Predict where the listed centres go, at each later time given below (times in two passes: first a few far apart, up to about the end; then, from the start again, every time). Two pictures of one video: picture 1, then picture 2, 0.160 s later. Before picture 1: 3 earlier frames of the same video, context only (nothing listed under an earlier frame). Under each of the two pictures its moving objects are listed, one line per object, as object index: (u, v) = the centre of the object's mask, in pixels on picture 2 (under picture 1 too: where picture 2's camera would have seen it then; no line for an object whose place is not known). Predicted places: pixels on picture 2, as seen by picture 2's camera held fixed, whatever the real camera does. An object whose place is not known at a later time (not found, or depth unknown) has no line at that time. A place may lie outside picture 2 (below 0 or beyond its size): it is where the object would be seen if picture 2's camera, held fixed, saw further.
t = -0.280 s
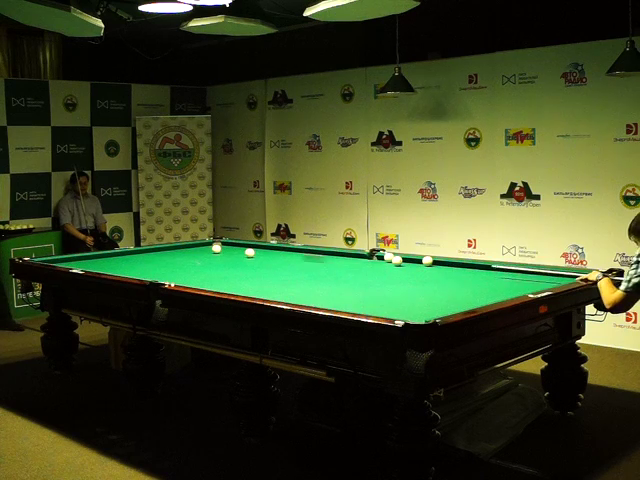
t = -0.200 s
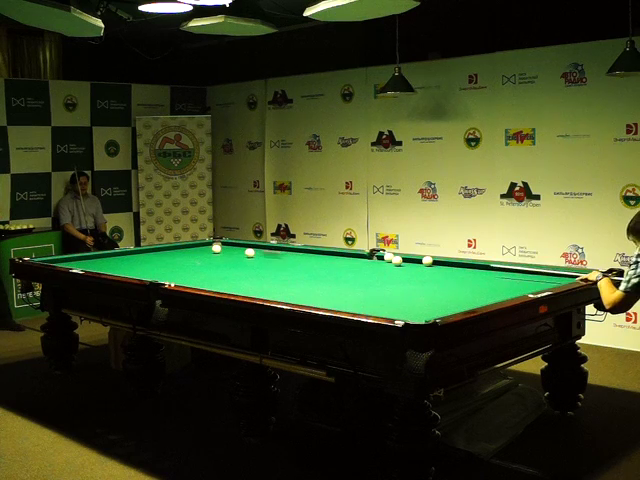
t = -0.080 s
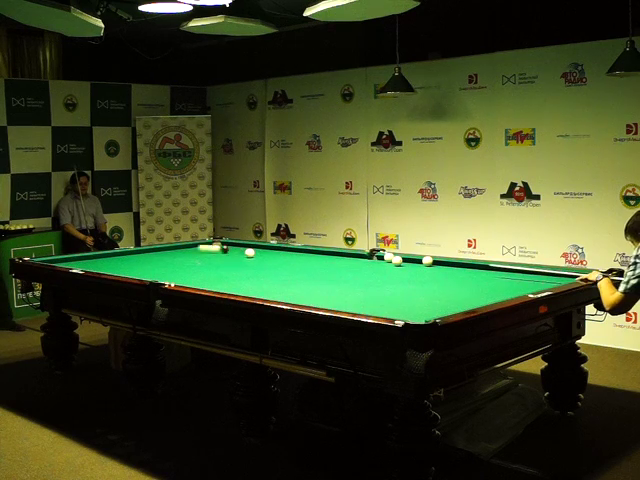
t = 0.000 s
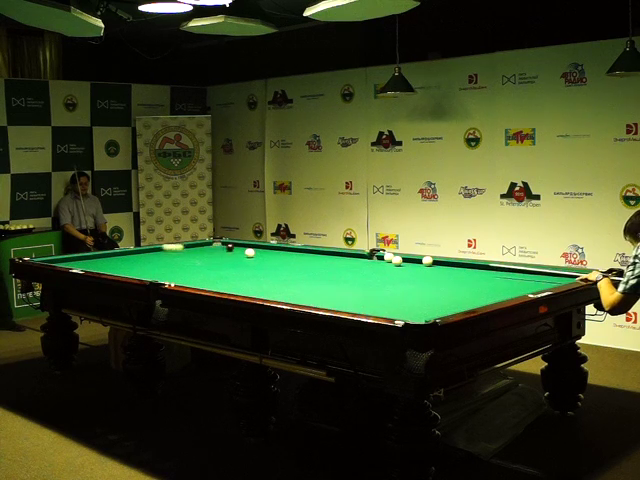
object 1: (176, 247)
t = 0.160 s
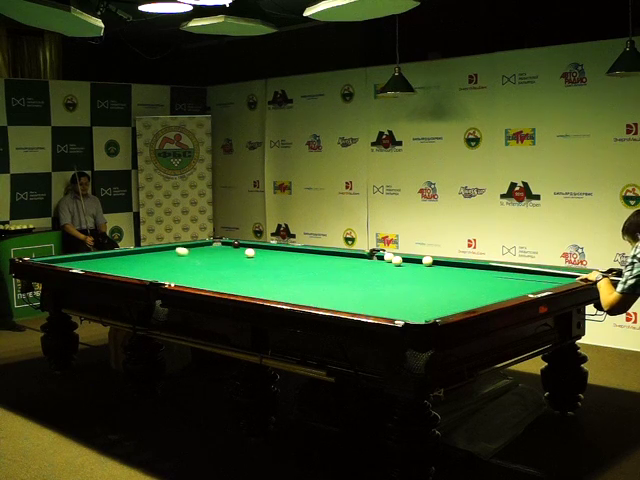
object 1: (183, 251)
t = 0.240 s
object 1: (194, 254)
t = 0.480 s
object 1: (231, 261)
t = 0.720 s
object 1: (274, 269)
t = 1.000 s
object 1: (334, 280)
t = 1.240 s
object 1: (396, 292)
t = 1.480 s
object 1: (467, 304)
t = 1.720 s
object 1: (408, 299)
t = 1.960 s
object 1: (364, 292)
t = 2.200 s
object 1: (326, 288)
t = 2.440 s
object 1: (292, 283)
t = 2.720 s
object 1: (256, 278)
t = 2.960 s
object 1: (228, 275)
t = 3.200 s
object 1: (203, 271)
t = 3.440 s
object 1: (179, 268)
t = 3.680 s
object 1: (157, 265)
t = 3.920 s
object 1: (137, 262)
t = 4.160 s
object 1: (118, 260)
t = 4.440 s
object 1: (98, 257)
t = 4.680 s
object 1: (86, 256)
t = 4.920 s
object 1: (96, 257)
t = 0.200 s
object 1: (188, 252)
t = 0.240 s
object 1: (194, 254)
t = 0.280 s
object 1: (200, 254)
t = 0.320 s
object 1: (207, 256)
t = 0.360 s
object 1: (213, 257)
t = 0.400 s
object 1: (219, 258)
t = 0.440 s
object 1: (225, 259)
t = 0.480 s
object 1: (231, 261)
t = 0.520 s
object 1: (238, 262)
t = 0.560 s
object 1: (245, 263)
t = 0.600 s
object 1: (252, 264)
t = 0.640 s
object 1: (259, 266)
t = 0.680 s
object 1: (267, 267)
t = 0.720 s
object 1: (274, 269)
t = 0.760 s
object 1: (282, 270)
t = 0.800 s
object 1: (290, 272)
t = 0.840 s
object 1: (298, 273)
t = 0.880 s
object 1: (307, 275)
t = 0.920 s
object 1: (315, 277)
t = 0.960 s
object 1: (325, 278)
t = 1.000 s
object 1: (334, 280)
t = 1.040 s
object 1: (343, 282)
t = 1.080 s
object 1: (353, 284)
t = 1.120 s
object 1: (363, 286)
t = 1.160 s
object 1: (374, 288)
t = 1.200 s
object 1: (385, 290)
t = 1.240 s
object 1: (396, 292)
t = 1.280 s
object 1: (407, 294)
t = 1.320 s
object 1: (419, 297)
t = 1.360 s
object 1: (431, 299)
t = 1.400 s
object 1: (444, 301)
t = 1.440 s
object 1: (457, 303)
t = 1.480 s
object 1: (467, 304)
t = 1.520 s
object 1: (458, 303)
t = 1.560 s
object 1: (446, 303)
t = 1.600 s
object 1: (435, 302)
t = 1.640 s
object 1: (425, 300)
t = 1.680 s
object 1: (415, 299)
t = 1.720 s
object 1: (408, 299)
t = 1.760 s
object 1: (399, 297)
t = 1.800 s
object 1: (391, 296)
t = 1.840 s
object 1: (384, 295)
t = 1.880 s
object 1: (377, 294)
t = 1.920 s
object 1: (370, 293)
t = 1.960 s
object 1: (364, 292)
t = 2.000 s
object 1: (357, 292)
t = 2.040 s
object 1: (351, 291)
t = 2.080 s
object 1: (345, 290)
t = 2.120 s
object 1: (338, 289)
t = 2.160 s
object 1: (332, 288)
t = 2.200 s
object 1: (326, 288)
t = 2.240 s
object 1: (320, 287)
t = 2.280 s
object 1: (315, 286)
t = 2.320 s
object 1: (309, 285)
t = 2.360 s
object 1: (303, 284)
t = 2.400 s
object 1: (298, 284)
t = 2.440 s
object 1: (292, 283)
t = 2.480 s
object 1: (287, 282)
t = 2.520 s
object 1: (282, 282)
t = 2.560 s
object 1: (276, 281)
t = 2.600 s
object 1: (271, 280)
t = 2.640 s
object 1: (266, 280)
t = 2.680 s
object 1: (262, 279)
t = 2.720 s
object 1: (256, 278)
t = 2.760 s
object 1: (252, 278)
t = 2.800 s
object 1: (247, 277)
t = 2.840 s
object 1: (242, 277)
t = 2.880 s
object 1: (237, 276)
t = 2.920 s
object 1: (233, 275)
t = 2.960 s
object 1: (228, 275)
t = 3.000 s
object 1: (224, 274)
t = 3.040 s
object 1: (219, 274)
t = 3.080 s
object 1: (215, 273)
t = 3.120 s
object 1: (211, 272)
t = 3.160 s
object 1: (207, 272)
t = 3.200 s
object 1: (203, 271)
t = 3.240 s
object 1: (199, 271)
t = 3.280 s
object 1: (194, 270)
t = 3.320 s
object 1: (190, 270)
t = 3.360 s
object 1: (187, 269)
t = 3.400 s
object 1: (183, 269)
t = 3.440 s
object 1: (179, 268)
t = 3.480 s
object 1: (175, 267)
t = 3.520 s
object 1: (171, 267)
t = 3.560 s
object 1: (168, 267)
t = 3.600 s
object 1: (164, 266)
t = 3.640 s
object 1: (161, 266)
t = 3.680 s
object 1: (157, 265)
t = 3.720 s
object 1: (153, 265)
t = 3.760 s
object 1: (150, 264)
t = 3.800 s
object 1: (146, 264)
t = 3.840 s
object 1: (143, 264)
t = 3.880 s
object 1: (140, 263)
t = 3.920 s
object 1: (137, 262)
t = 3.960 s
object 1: (133, 262)
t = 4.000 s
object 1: (130, 261)
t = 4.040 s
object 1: (127, 261)
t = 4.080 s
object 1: (124, 261)
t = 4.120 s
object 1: (121, 261)
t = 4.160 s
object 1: (118, 260)
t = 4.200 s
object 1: (115, 260)
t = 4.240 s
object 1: (112, 259)
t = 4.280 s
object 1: (109, 259)
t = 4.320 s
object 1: (106, 258)
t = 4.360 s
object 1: (104, 258)
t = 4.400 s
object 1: (101, 258)
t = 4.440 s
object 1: (98, 257)
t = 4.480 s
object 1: (95, 257)
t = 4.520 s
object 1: (92, 257)
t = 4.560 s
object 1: (89, 256)
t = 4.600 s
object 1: (87, 256)
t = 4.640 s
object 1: (85, 256)
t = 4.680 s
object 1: (86, 256)
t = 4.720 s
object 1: (88, 256)
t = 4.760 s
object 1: (90, 256)
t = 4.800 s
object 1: (91, 257)
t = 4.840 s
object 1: (93, 257)
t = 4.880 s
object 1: (94, 257)
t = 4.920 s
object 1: (96, 257)
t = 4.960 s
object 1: (97, 257)
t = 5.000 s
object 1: (98, 258)
